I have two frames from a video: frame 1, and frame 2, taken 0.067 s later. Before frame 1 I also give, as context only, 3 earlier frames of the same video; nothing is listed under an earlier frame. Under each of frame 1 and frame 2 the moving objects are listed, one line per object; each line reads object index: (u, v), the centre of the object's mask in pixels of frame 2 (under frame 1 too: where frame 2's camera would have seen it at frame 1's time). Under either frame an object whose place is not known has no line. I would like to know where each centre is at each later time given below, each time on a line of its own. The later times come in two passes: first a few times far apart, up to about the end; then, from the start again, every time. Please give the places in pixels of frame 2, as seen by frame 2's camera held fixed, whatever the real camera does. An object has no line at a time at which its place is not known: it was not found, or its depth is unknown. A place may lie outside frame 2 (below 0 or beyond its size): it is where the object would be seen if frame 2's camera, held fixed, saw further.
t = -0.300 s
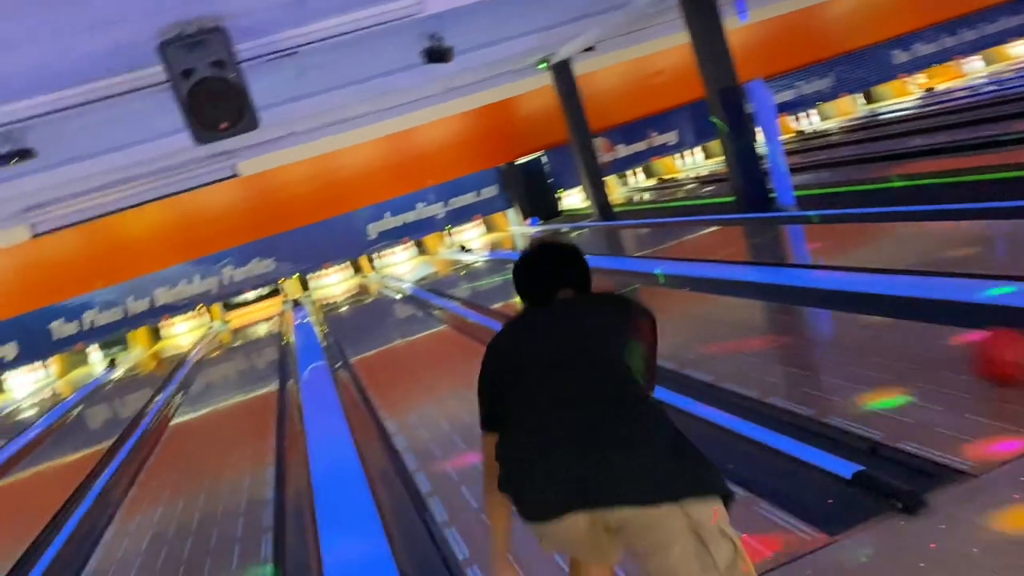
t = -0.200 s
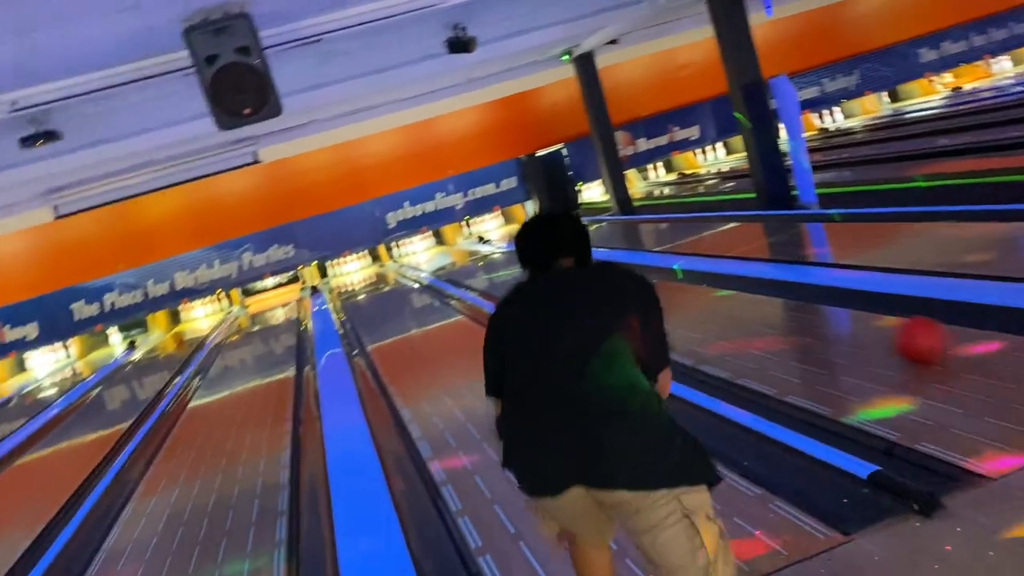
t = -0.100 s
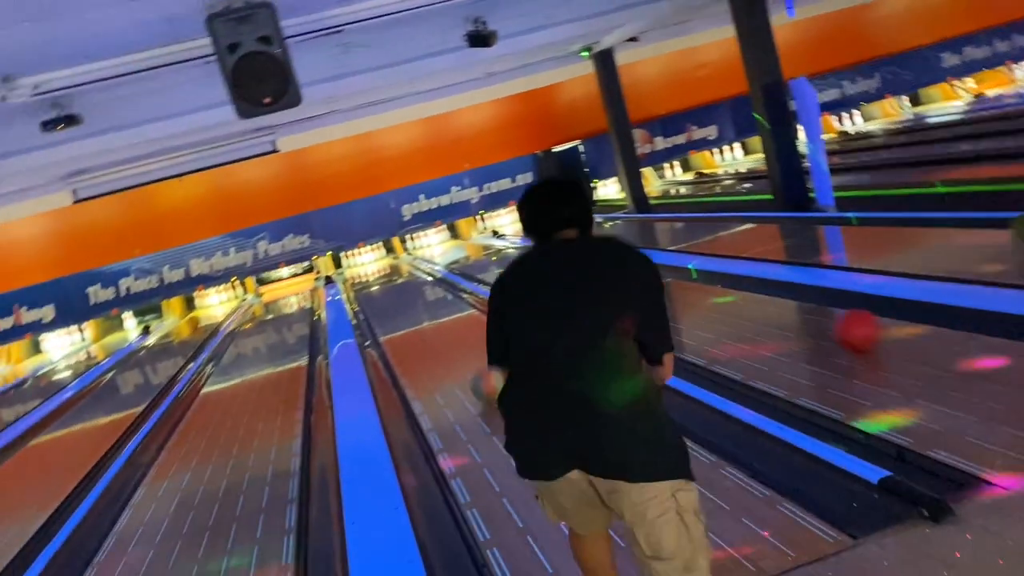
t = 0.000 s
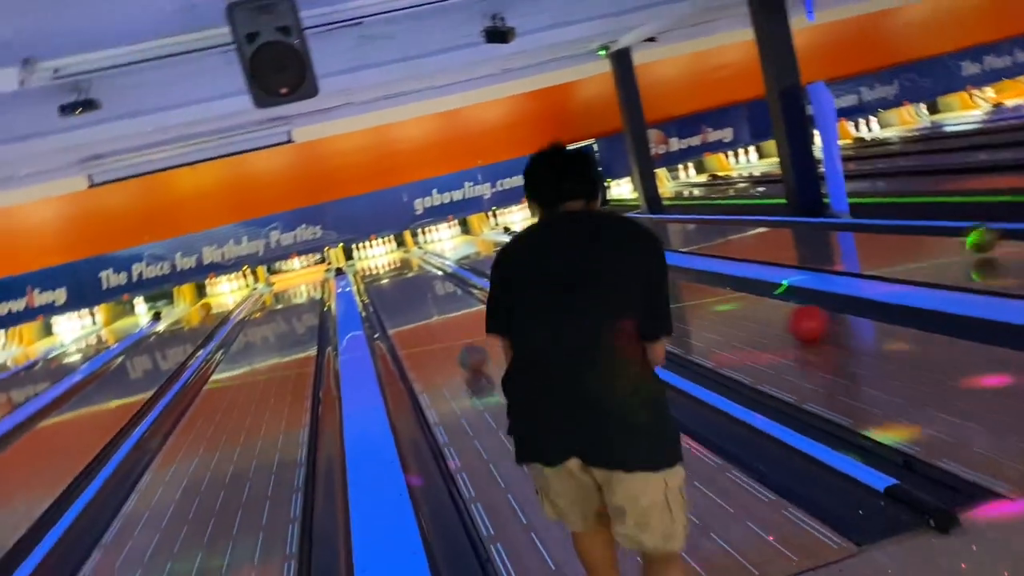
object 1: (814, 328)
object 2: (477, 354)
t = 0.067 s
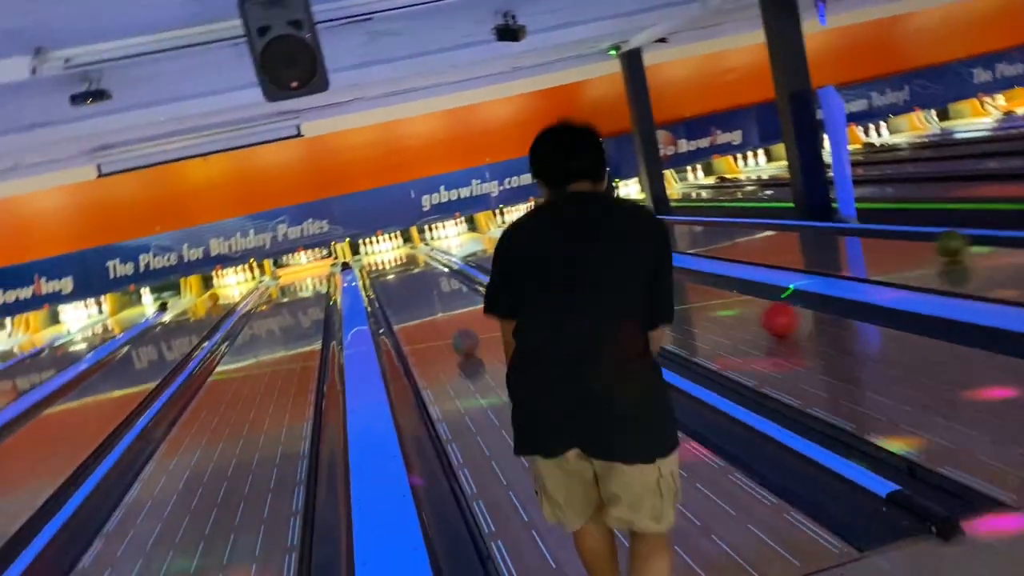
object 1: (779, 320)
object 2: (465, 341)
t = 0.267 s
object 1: (702, 301)
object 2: (440, 315)
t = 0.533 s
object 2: (418, 294)
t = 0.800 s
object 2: (405, 283)
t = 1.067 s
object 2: (394, 269)
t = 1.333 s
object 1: (526, 257)
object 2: (386, 260)
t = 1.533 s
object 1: (510, 254)
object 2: (382, 256)
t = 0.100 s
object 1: (765, 316)
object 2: (460, 336)
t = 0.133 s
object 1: (751, 313)
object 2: (455, 331)
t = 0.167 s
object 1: (738, 309)
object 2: (451, 327)
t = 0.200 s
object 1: (725, 306)
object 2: (447, 323)
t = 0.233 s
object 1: (713, 304)
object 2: (444, 319)
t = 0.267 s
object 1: (702, 301)
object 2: (440, 315)
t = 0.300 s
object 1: (693, 299)
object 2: (438, 313)
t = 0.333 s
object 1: (686, 298)
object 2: (433, 309)
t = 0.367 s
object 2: (431, 306)
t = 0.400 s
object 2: (428, 303)
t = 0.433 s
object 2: (425, 301)
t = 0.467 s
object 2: (422, 298)
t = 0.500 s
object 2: (420, 296)
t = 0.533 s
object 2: (418, 294)
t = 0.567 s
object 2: (416, 293)
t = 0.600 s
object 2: (415, 294)
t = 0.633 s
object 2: (413, 292)
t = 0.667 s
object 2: (411, 291)
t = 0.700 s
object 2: (410, 289)
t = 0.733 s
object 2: (407, 286)
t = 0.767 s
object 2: (406, 285)
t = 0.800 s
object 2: (405, 283)
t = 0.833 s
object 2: (403, 279)
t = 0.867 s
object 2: (401, 275)
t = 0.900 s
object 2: (400, 275)
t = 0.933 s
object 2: (398, 274)
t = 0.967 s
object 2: (398, 273)
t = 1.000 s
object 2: (396, 272)
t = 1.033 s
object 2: (395, 271)
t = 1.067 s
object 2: (394, 269)
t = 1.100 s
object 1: (548, 264)
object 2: (394, 269)
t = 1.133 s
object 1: (545, 262)
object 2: (392, 270)
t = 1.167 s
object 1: (541, 261)
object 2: (392, 269)
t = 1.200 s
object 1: (538, 260)
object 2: (391, 268)
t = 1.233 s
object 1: (535, 259)
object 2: (389, 267)
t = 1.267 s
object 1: (532, 258)
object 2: (388, 267)
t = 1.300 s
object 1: (529, 257)
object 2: (388, 266)
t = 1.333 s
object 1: (526, 257)
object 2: (386, 260)
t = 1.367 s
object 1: (523, 257)
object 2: (385, 260)
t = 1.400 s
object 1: (520, 256)
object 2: (385, 259)
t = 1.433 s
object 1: (518, 255)
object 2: (384, 258)
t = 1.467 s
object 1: (516, 255)
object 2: (383, 257)
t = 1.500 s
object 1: (513, 254)
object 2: (382, 257)
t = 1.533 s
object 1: (510, 254)
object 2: (382, 256)
